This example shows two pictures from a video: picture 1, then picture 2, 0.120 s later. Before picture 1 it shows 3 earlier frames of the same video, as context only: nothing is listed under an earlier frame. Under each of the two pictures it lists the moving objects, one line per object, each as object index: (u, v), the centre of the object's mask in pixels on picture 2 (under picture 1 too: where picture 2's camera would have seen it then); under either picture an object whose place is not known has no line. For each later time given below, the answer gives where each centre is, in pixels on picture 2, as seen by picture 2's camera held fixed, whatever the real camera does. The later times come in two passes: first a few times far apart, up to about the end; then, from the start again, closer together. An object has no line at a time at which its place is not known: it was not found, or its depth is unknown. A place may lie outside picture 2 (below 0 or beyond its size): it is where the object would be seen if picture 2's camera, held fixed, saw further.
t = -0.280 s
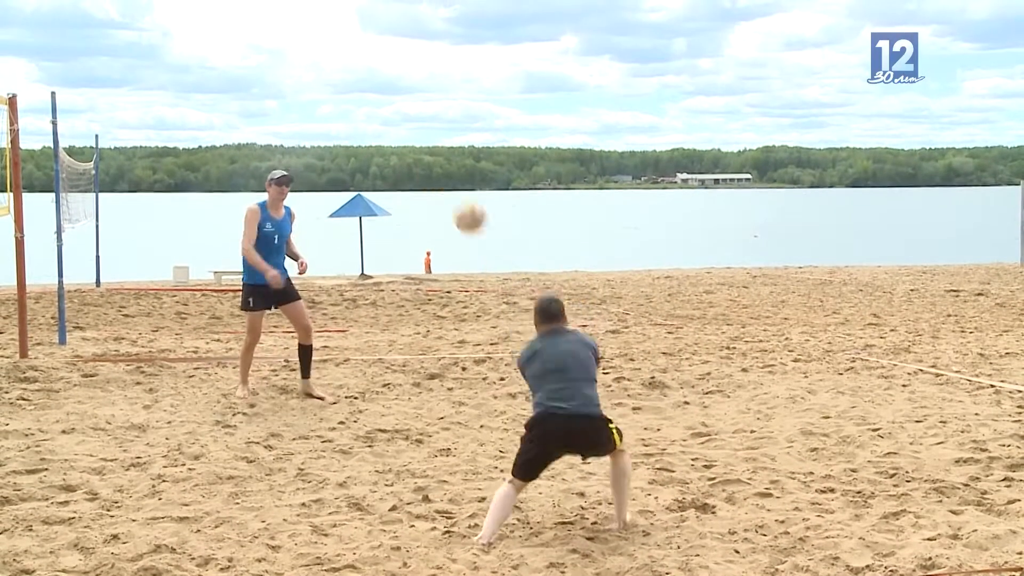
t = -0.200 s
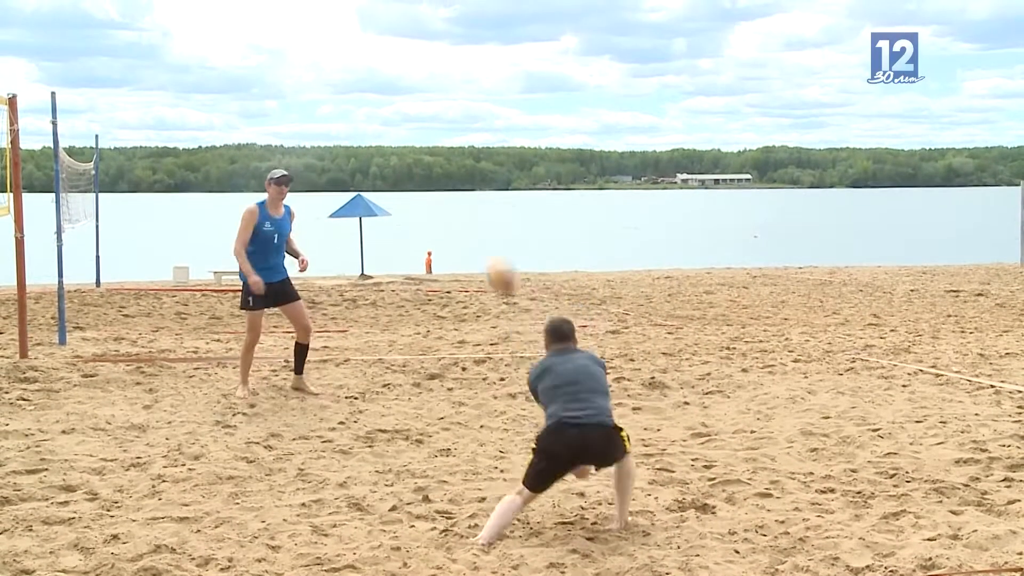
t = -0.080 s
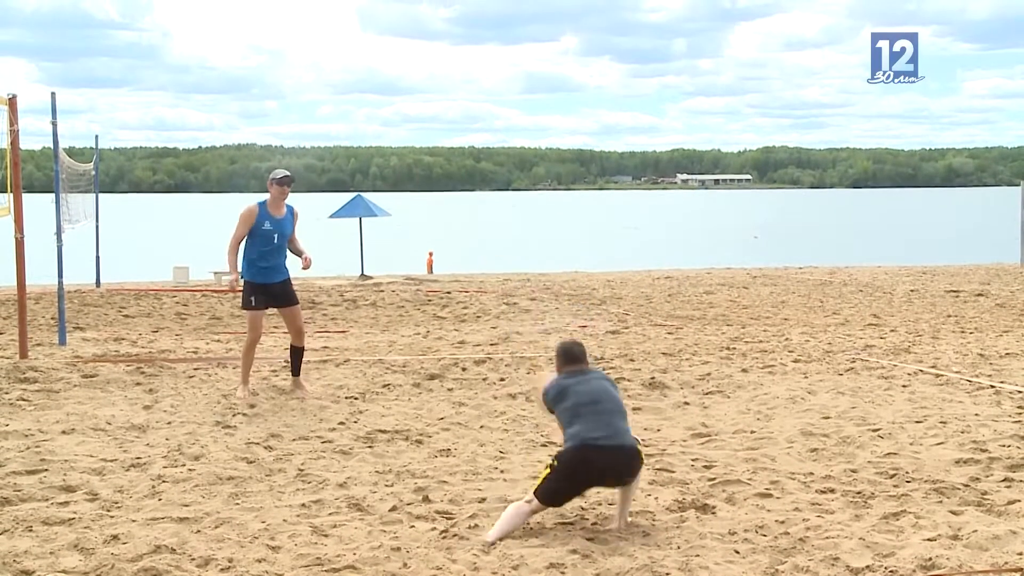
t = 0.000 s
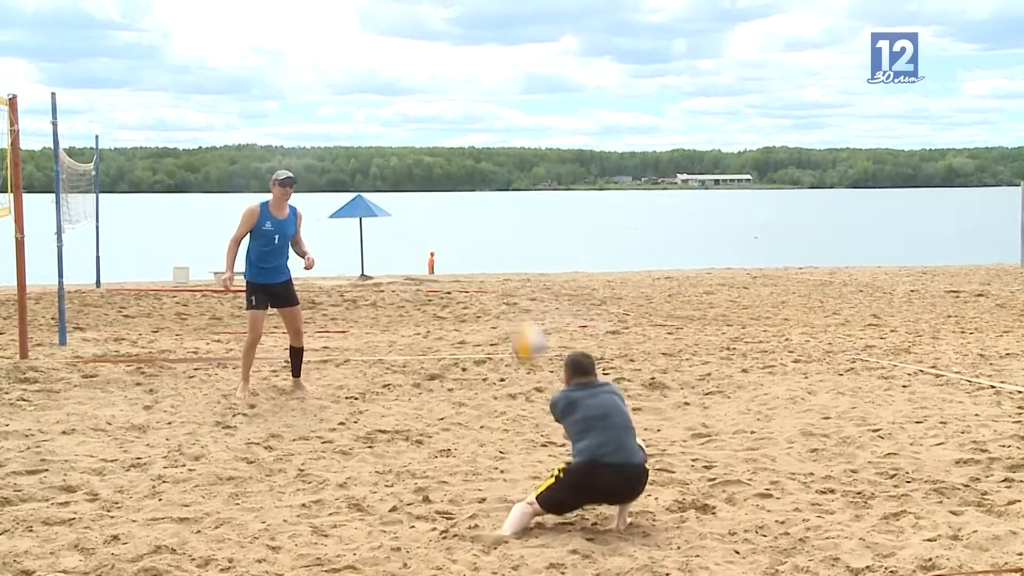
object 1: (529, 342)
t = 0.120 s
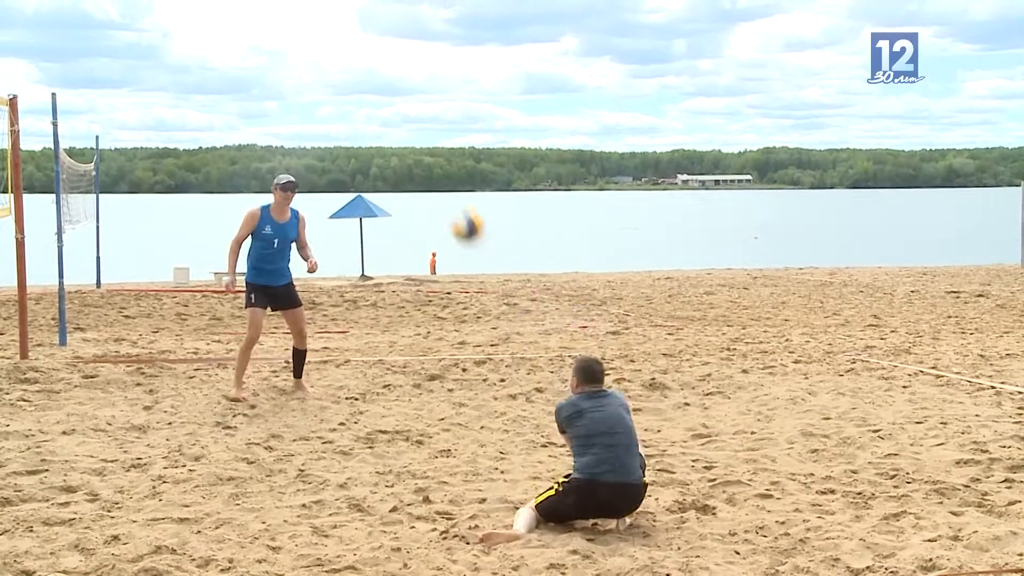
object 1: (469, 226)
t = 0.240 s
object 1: (409, 140)
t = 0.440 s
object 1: (313, 48)
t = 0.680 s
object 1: (207, 25)
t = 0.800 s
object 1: (159, 46)
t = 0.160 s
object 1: (446, 190)
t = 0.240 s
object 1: (409, 140)
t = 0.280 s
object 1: (388, 116)
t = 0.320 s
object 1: (369, 93)
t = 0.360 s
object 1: (350, 77)
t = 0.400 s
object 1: (331, 60)
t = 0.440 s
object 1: (313, 48)
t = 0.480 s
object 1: (295, 37)
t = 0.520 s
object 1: (276, 30)
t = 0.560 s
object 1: (258, 25)
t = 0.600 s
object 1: (241, 23)
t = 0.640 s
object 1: (224, 23)
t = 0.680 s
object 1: (207, 25)
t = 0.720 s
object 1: (190, 30)
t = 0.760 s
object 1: (174, 37)
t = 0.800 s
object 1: (159, 46)
